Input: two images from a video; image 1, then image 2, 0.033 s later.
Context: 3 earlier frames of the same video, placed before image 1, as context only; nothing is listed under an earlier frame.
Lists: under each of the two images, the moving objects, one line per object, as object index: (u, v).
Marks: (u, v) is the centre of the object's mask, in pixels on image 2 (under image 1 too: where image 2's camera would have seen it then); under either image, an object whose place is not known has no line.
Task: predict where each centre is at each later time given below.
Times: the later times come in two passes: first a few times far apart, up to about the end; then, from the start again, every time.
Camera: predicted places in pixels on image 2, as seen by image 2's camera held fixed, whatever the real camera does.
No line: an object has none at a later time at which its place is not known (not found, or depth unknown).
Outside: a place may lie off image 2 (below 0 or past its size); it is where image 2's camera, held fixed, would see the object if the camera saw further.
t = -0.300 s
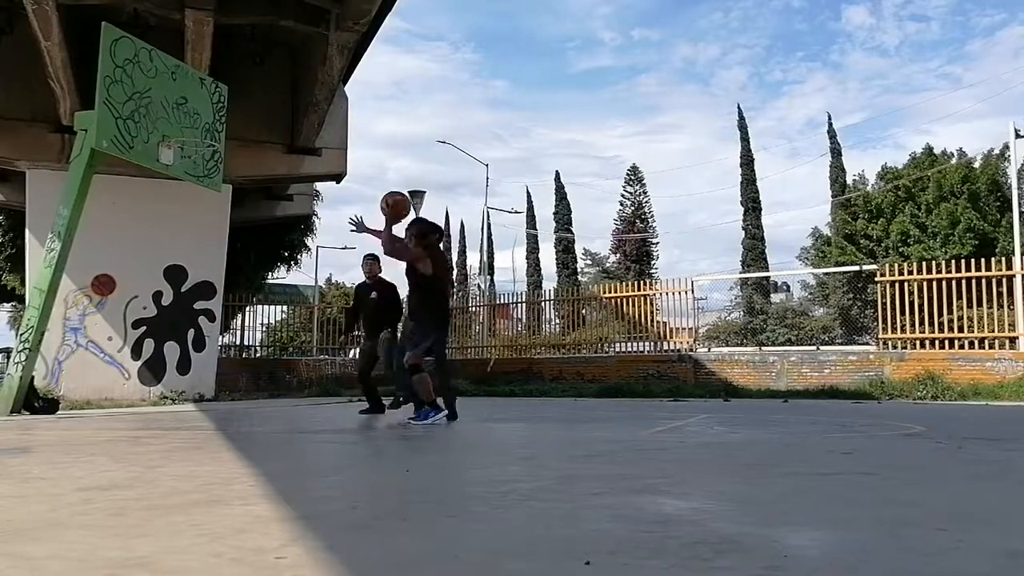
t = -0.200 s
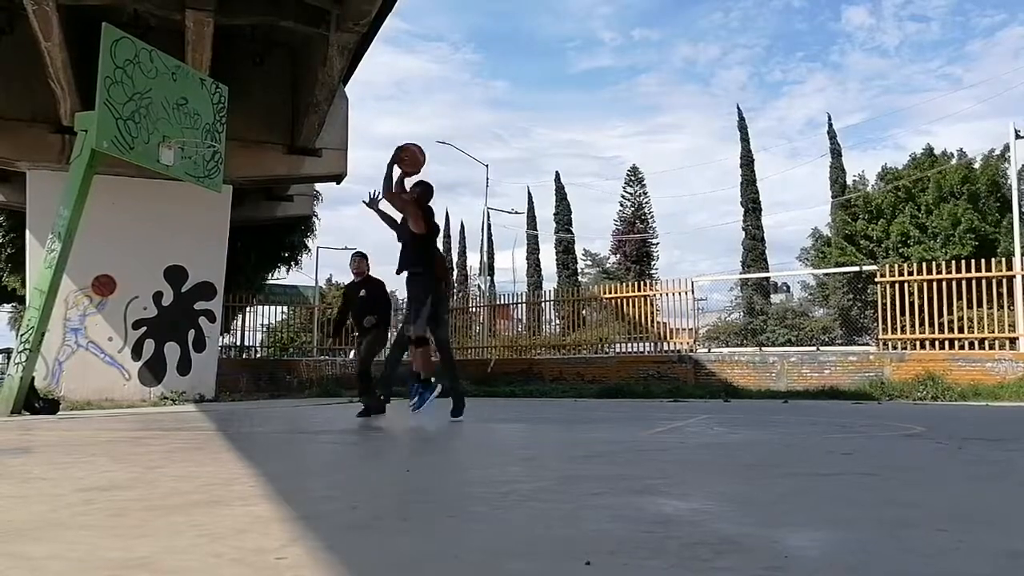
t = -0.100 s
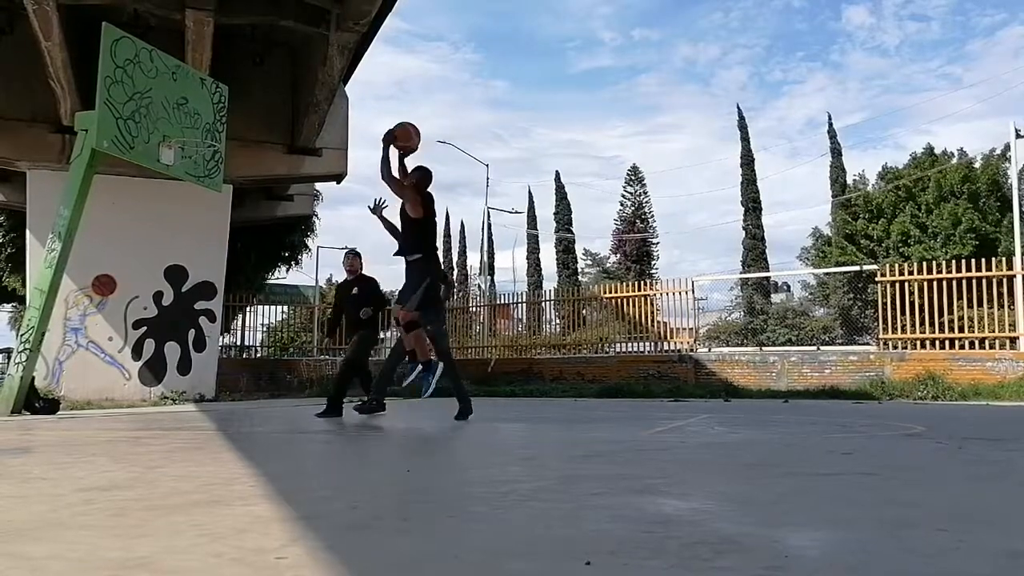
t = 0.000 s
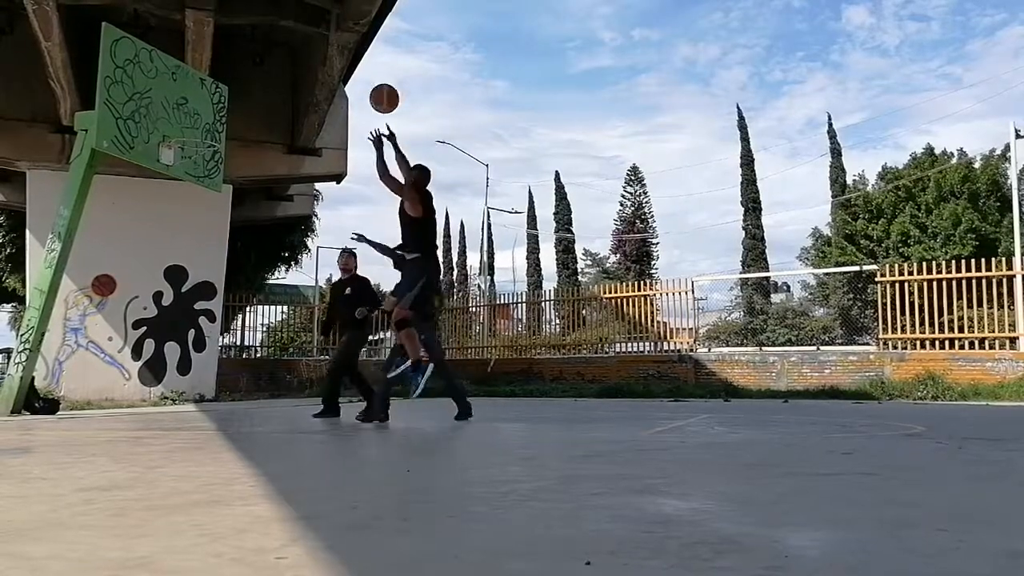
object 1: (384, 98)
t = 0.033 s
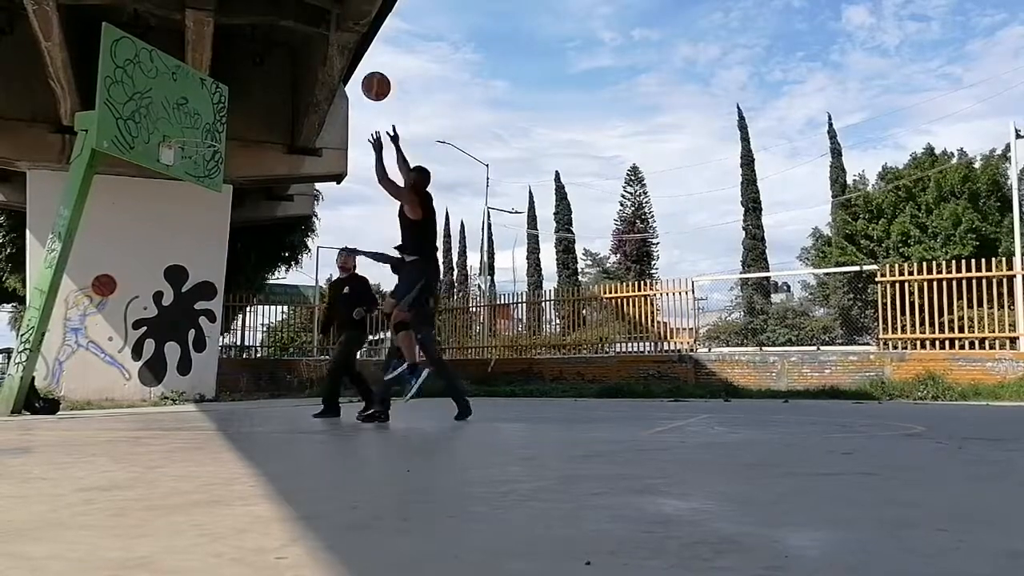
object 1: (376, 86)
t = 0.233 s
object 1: (327, 43)
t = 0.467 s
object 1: (277, 47)
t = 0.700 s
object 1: (230, 102)
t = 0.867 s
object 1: (227, 126)
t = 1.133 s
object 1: (281, 124)
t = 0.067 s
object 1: (368, 75)
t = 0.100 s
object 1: (359, 66)
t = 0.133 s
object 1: (351, 58)
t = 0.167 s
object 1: (344, 53)
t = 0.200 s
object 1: (335, 49)
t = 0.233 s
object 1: (327, 43)
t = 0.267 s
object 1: (320, 39)
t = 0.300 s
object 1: (313, 38)
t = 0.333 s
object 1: (306, 37)
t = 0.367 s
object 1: (299, 38)
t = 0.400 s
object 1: (291, 40)
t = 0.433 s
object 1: (284, 43)
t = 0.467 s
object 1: (277, 47)
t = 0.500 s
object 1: (270, 52)
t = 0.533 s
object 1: (263, 58)
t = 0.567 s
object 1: (256, 65)
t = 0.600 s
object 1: (250, 73)
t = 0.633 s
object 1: (243, 82)
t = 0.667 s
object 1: (237, 92)
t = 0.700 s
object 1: (230, 102)
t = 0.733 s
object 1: (224, 114)
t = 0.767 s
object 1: (217, 126)
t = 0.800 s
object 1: (214, 137)
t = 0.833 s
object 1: (221, 131)
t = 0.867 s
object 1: (227, 126)
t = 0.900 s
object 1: (235, 122)
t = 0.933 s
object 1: (241, 119)
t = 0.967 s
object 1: (248, 117)
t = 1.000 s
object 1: (255, 116)
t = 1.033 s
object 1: (261, 117)
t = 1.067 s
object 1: (268, 118)
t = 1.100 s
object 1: (274, 121)
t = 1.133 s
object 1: (281, 124)
